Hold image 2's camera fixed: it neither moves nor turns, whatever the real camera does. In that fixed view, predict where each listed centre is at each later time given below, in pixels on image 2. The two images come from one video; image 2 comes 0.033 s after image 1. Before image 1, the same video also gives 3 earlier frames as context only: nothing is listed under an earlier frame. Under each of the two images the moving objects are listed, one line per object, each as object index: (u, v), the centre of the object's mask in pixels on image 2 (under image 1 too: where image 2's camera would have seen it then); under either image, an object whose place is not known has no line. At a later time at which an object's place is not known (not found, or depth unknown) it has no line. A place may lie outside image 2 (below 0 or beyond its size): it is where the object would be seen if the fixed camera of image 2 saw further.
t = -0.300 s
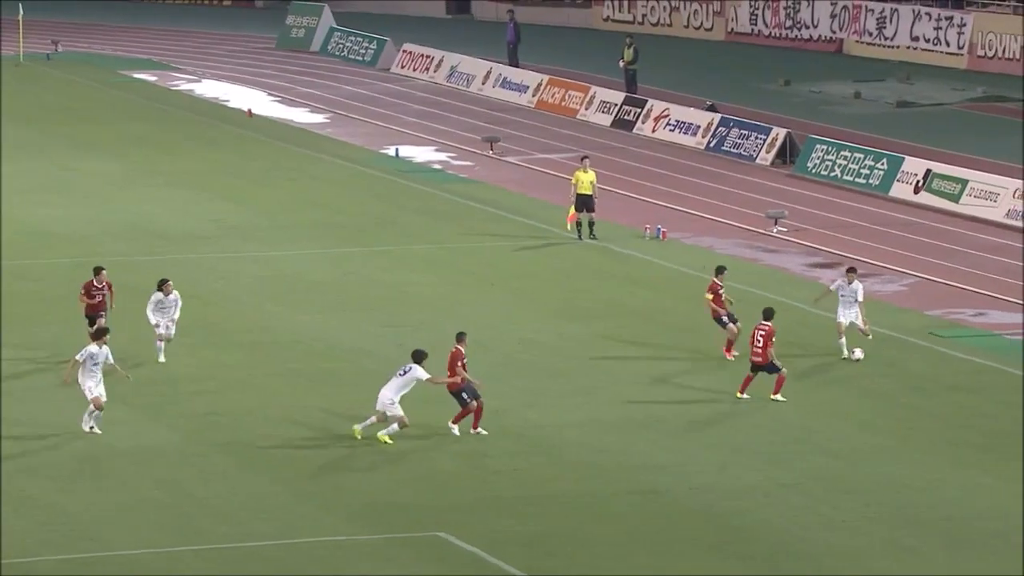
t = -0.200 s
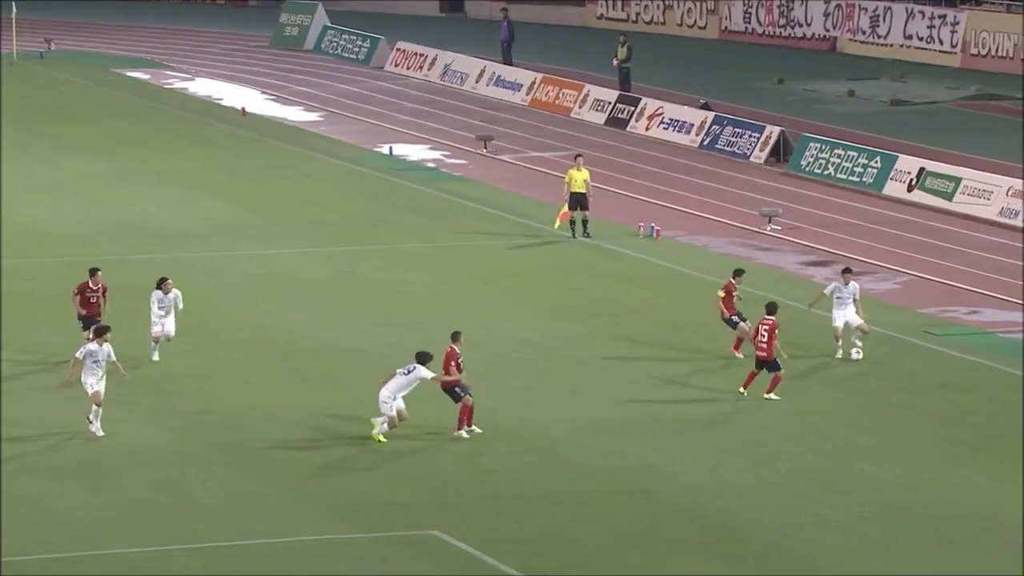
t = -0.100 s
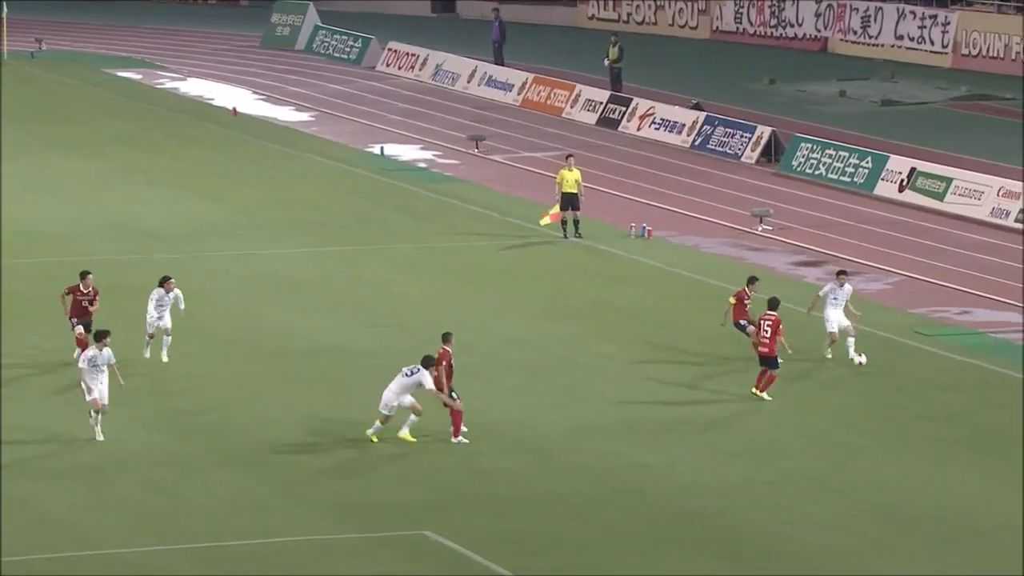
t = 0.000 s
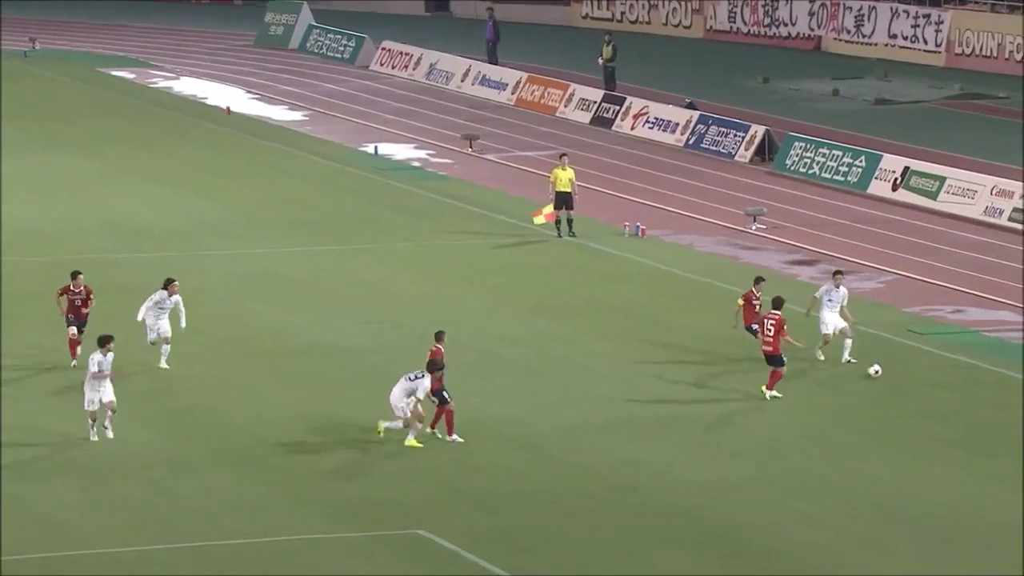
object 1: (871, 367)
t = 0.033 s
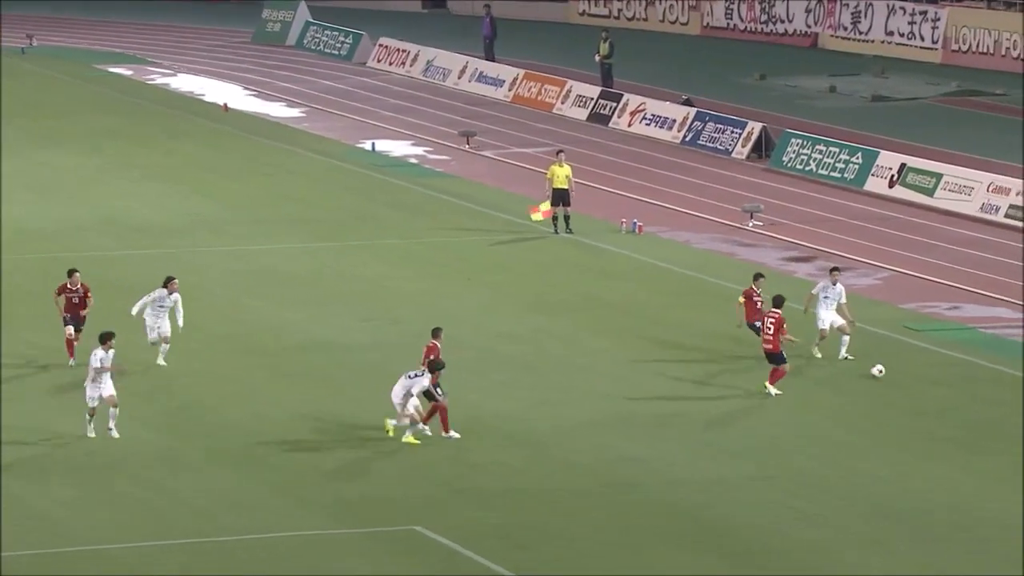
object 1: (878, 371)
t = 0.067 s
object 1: (888, 377)
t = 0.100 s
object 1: (895, 381)
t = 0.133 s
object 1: (901, 384)
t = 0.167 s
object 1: (908, 388)
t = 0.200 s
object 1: (914, 392)
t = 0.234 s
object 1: (921, 396)
